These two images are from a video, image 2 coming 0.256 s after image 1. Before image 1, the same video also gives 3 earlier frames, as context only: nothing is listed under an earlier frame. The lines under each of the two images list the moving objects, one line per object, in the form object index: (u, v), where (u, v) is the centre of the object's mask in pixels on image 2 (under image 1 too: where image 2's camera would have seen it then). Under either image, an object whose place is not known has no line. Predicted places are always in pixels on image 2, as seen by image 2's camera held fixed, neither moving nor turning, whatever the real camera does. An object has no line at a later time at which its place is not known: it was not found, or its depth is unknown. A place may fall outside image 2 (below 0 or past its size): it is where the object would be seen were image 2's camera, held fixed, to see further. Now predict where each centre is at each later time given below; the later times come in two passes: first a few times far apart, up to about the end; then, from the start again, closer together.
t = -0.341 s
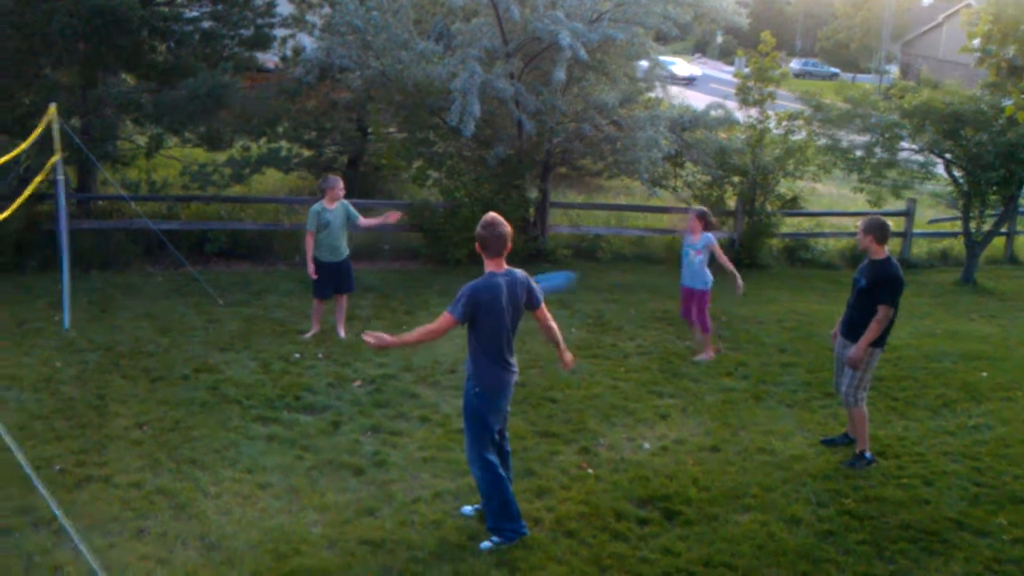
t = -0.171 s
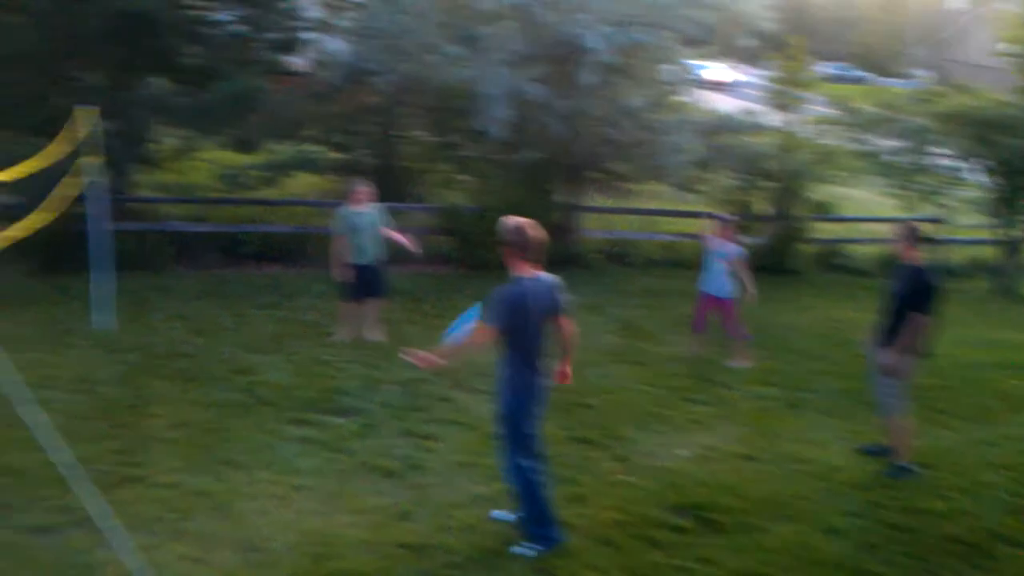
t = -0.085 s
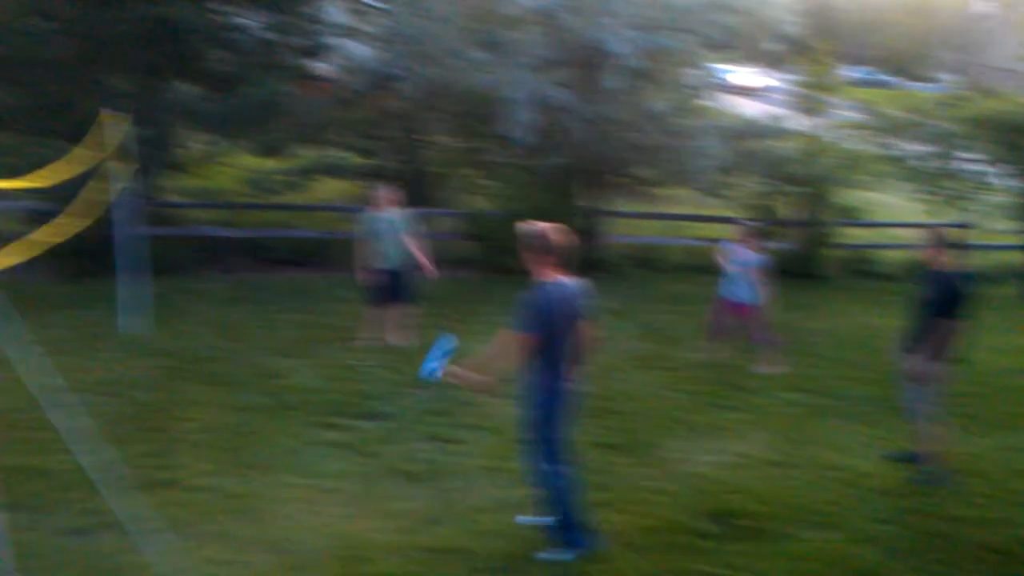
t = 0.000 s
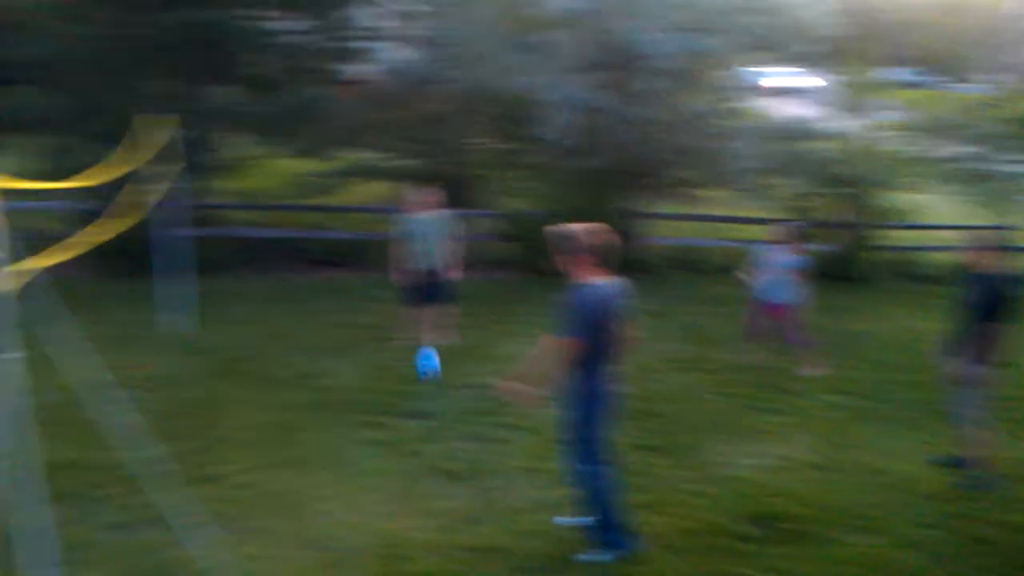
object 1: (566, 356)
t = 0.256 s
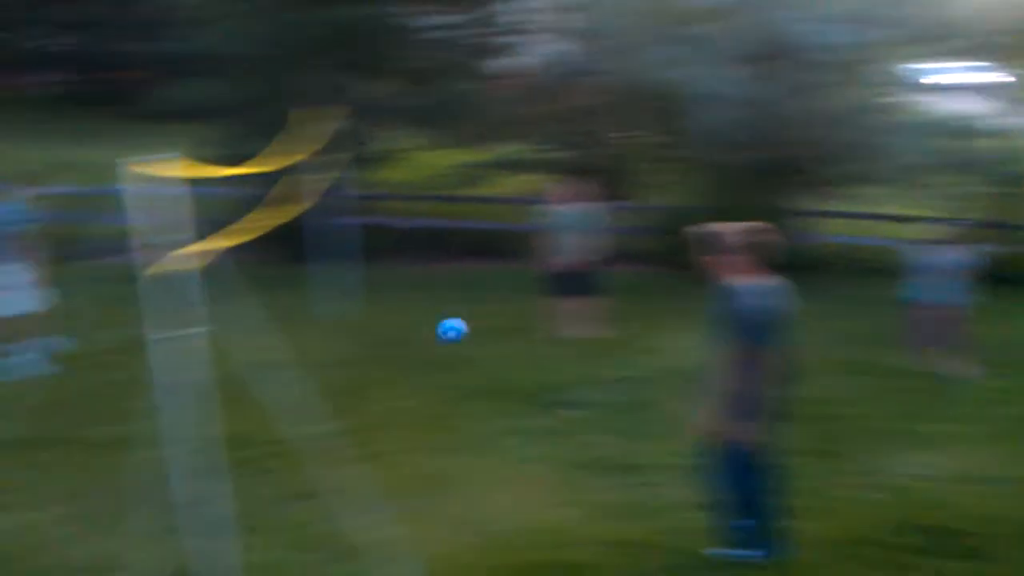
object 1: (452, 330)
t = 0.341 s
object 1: (410, 337)
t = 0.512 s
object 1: (337, 355)
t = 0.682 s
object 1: (267, 341)
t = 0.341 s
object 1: (410, 337)
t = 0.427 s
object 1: (371, 351)
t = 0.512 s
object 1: (337, 355)
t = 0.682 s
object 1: (267, 341)
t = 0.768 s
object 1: (234, 347)
